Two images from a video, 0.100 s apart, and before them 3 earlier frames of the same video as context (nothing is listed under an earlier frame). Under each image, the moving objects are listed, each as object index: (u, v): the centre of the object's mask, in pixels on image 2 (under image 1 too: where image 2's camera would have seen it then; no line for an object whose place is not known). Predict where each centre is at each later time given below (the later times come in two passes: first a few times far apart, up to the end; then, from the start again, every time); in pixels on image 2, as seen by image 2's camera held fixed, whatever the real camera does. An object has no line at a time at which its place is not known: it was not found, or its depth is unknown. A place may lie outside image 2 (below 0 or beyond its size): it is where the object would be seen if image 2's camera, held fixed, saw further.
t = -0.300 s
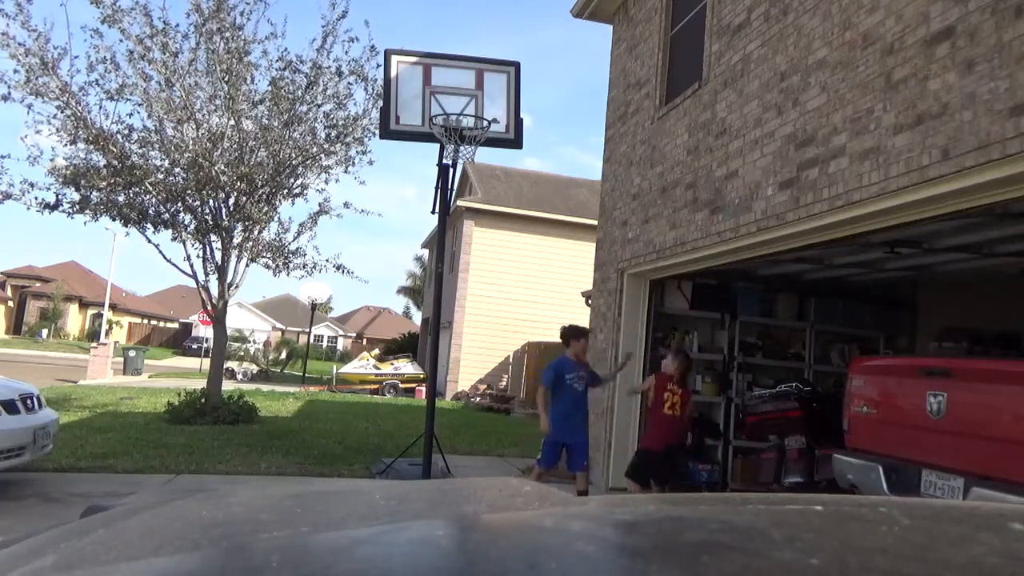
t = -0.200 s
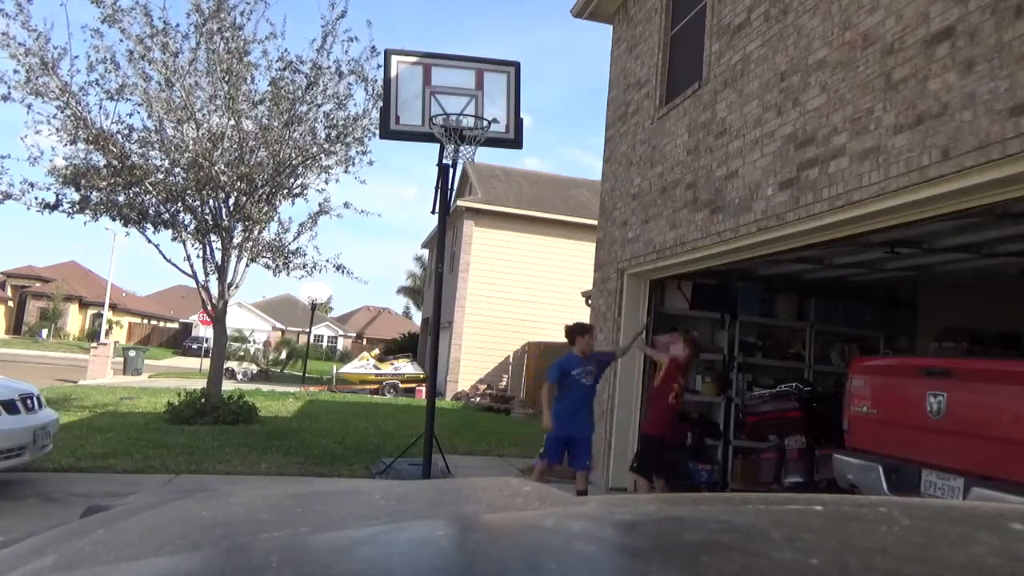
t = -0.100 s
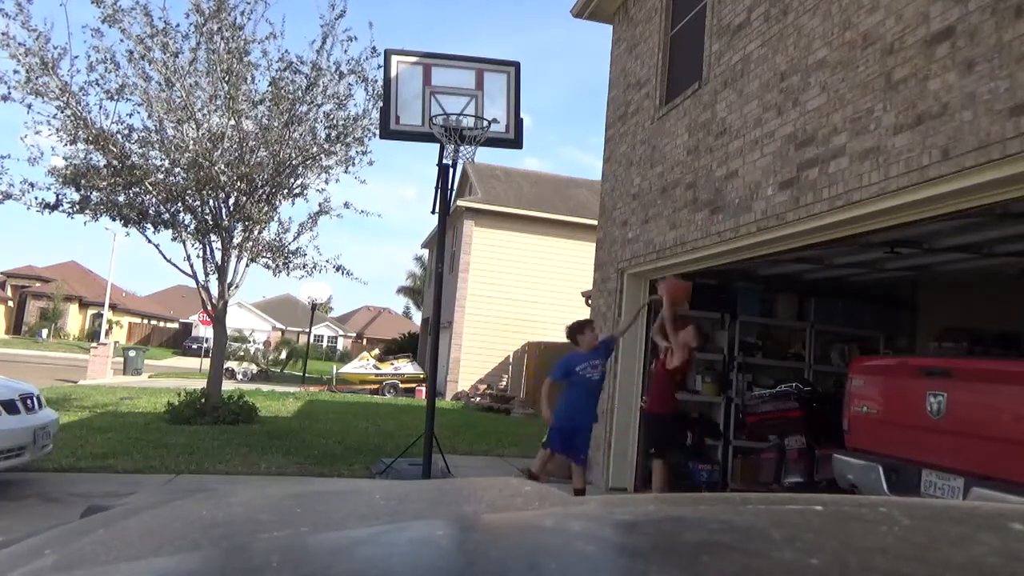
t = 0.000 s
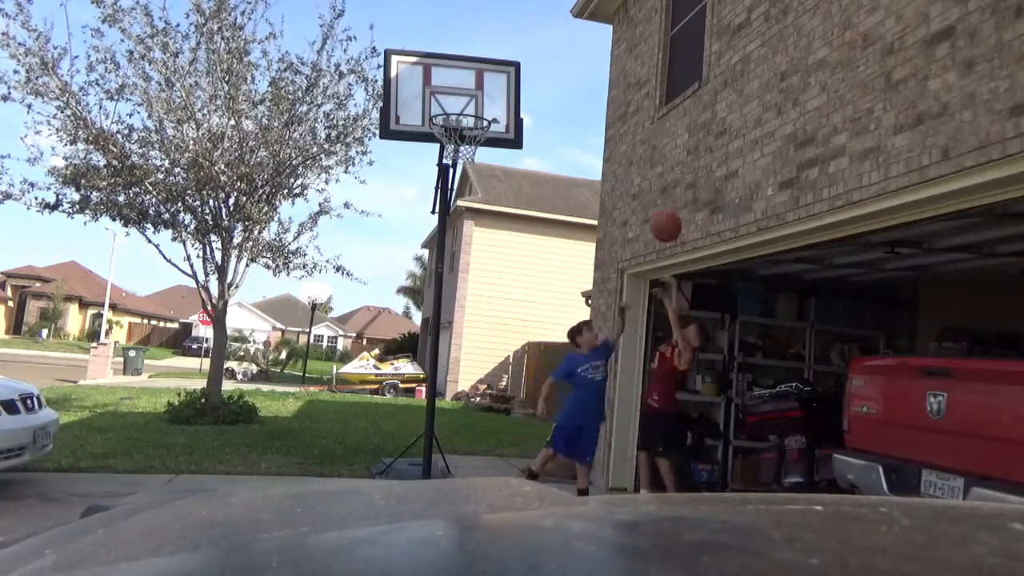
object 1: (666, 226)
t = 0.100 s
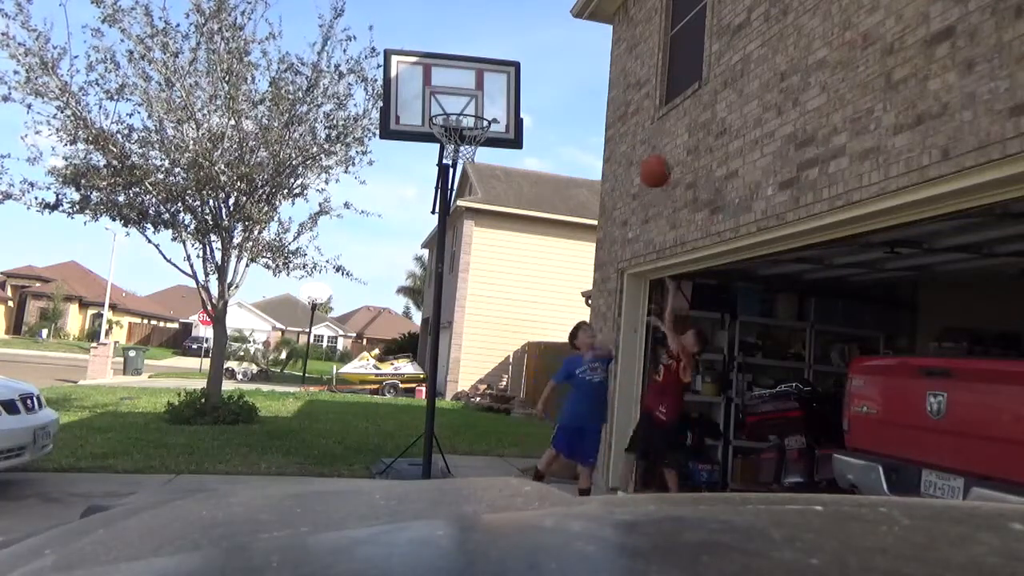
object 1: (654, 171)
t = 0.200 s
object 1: (642, 127)
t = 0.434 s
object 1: (605, 68)
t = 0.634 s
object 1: (564, 72)
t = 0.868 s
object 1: (503, 159)
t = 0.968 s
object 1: (471, 230)
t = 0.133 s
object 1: (650, 155)
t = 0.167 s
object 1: (646, 141)
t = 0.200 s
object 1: (642, 127)
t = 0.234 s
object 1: (637, 115)
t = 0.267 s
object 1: (631, 104)
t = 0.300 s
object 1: (627, 94)
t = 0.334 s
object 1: (622, 85)
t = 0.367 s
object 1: (617, 78)
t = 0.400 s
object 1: (611, 72)
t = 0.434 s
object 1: (605, 68)
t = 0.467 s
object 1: (599, 65)
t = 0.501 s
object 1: (593, 63)
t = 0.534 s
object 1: (586, 63)
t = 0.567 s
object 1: (579, 64)
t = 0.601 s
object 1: (572, 67)
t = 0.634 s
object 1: (564, 72)
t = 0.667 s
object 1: (557, 79)
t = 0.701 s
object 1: (549, 87)
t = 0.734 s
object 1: (540, 97)
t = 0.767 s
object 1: (532, 109)
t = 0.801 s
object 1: (524, 124)
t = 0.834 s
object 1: (513, 140)
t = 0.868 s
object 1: (503, 159)
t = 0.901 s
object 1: (493, 180)
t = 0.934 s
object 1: (482, 204)
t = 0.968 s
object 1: (471, 230)
